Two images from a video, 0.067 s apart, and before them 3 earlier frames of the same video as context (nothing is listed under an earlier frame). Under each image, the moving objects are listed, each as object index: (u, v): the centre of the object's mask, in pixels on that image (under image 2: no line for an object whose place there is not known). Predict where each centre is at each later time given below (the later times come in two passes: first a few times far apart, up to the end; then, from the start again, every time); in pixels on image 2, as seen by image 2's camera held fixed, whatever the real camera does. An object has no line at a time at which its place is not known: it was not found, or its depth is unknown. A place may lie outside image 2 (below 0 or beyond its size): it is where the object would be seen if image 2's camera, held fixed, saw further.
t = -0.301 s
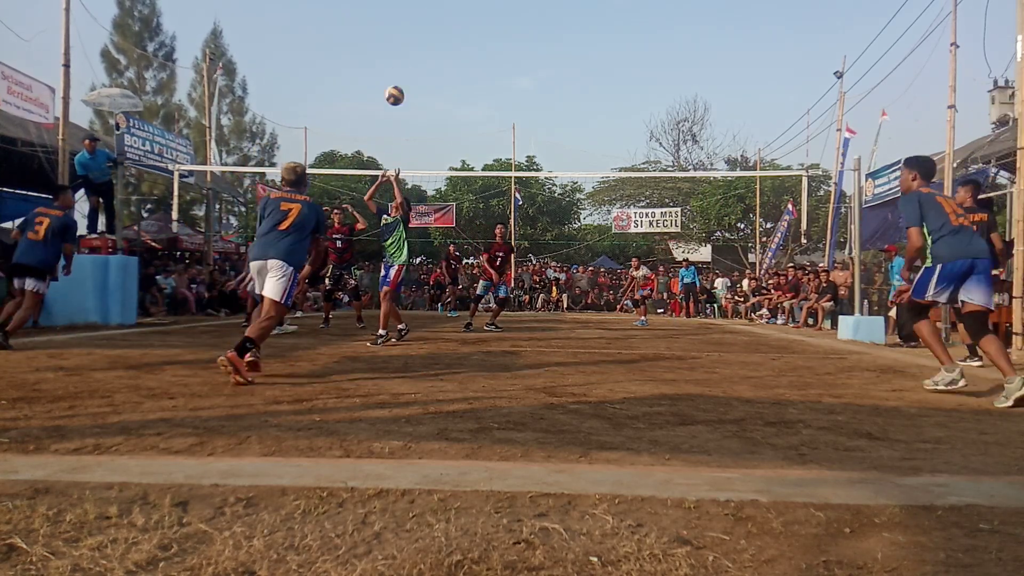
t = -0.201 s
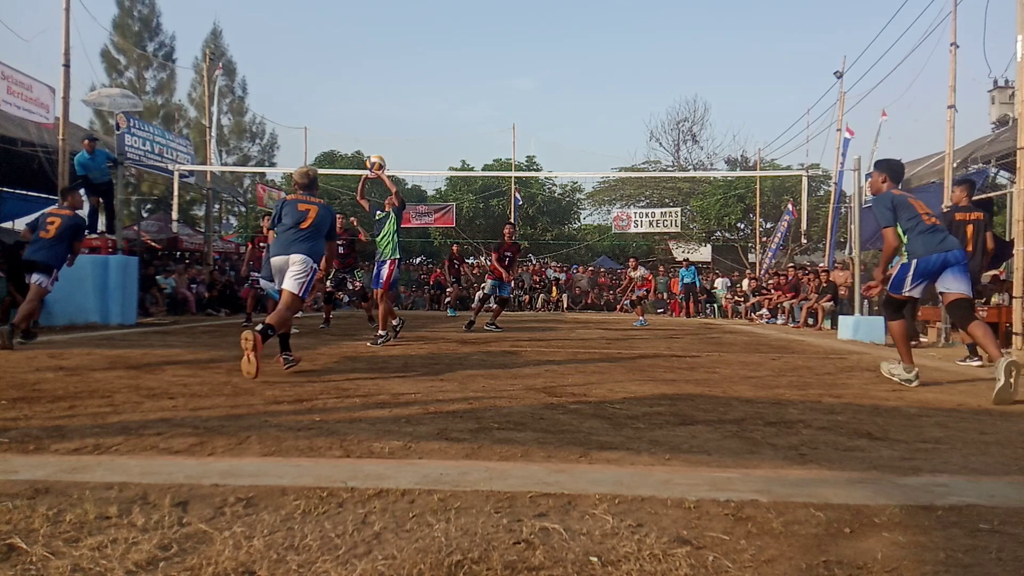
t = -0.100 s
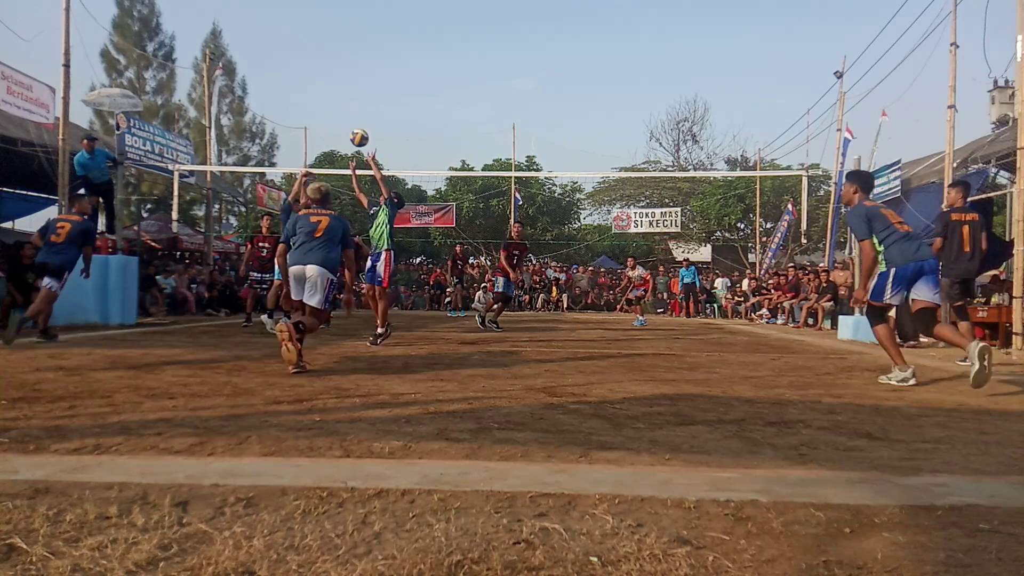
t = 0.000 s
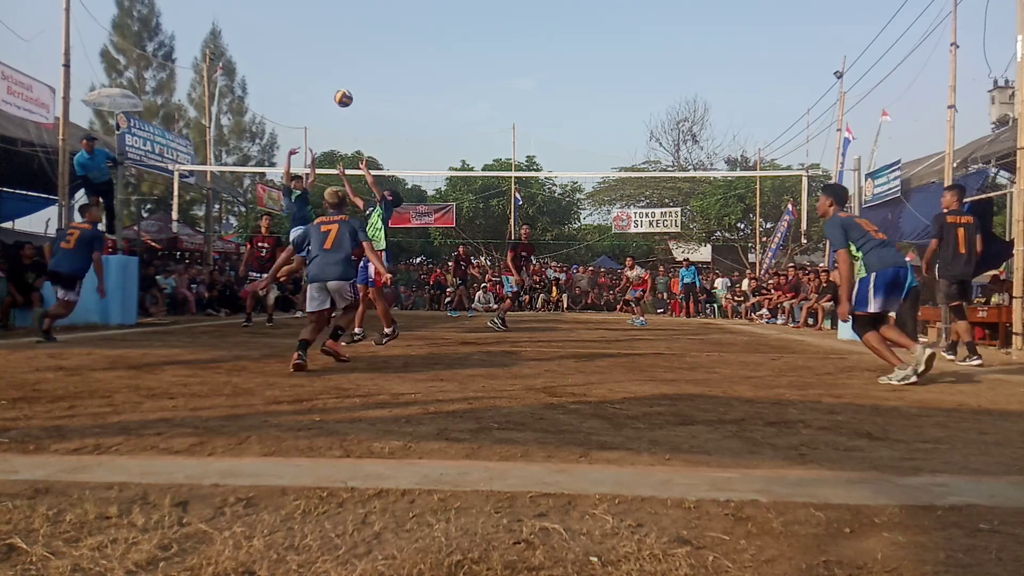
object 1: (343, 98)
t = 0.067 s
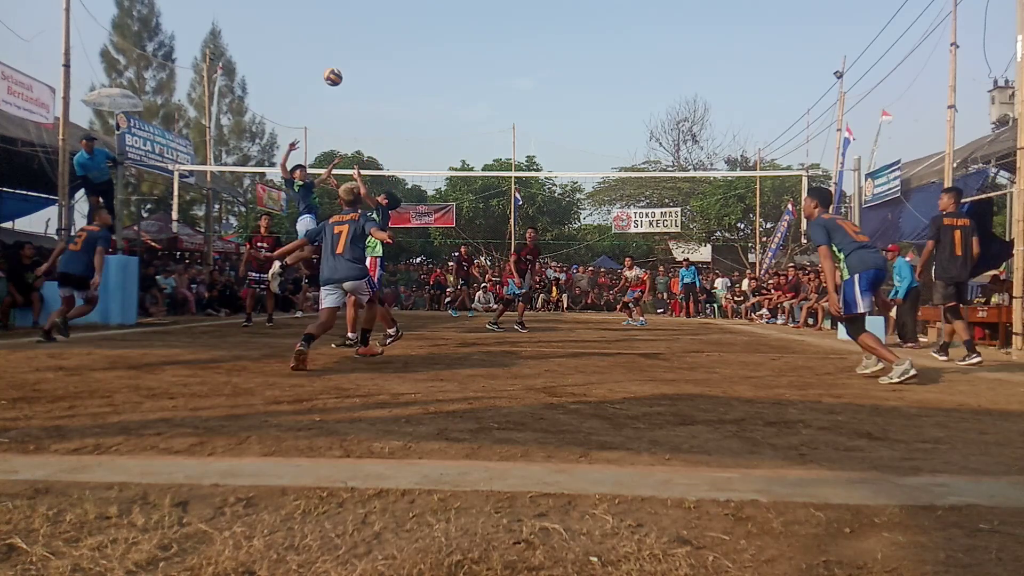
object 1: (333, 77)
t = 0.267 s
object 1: (303, 38)
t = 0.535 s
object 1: (268, 39)
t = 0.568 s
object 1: (263, 43)
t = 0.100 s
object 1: (328, 68)
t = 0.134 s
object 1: (323, 60)
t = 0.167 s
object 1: (318, 53)
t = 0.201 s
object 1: (313, 47)
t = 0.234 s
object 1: (308, 42)
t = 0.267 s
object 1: (303, 38)
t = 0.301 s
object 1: (299, 35)
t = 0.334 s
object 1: (294, 33)
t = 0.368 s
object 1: (290, 32)
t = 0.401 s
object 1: (285, 31)
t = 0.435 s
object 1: (281, 32)
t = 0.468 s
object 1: (276, 33)
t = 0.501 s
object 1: (272, 36)
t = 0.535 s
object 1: (268, 39)
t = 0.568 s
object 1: (263, 43)
